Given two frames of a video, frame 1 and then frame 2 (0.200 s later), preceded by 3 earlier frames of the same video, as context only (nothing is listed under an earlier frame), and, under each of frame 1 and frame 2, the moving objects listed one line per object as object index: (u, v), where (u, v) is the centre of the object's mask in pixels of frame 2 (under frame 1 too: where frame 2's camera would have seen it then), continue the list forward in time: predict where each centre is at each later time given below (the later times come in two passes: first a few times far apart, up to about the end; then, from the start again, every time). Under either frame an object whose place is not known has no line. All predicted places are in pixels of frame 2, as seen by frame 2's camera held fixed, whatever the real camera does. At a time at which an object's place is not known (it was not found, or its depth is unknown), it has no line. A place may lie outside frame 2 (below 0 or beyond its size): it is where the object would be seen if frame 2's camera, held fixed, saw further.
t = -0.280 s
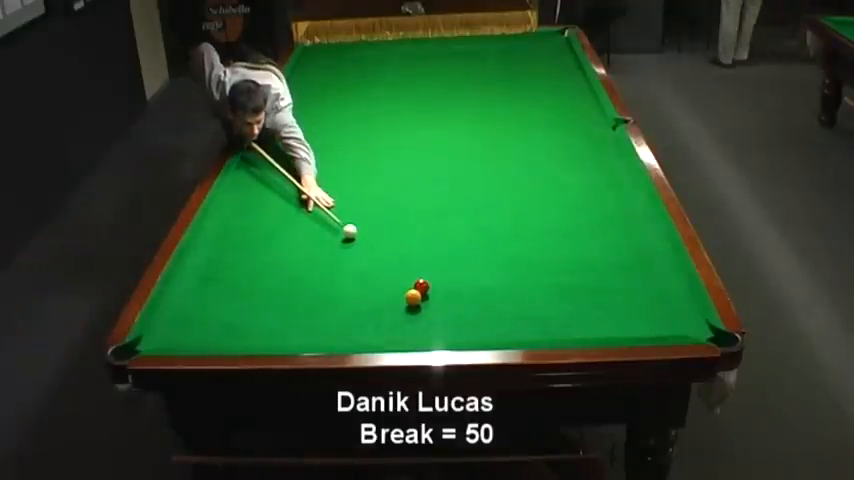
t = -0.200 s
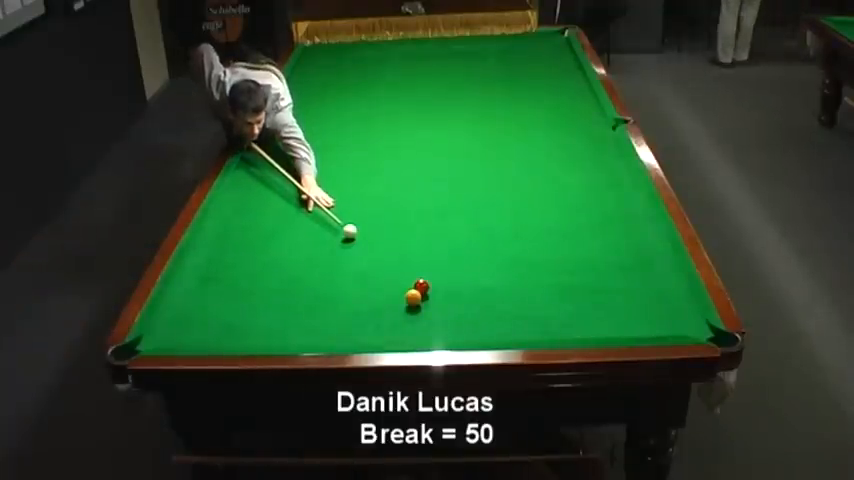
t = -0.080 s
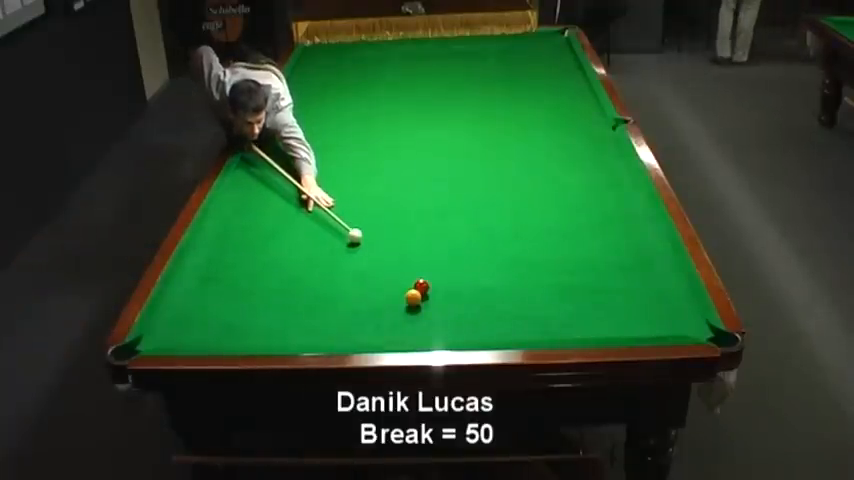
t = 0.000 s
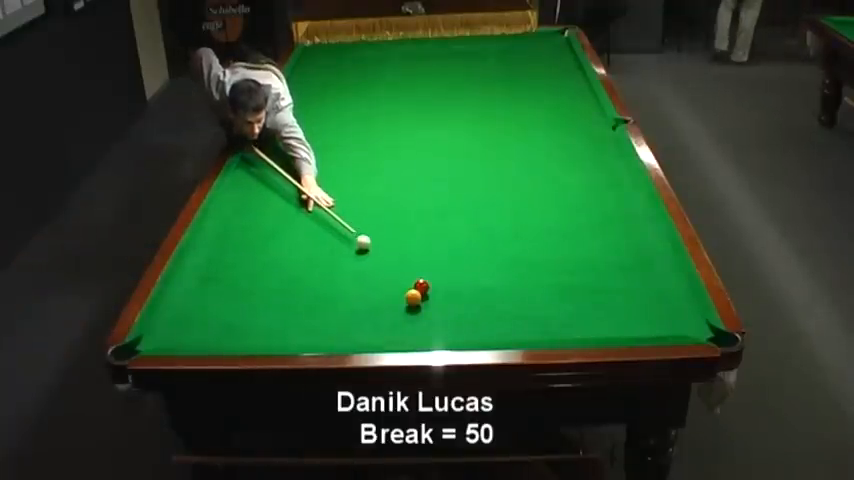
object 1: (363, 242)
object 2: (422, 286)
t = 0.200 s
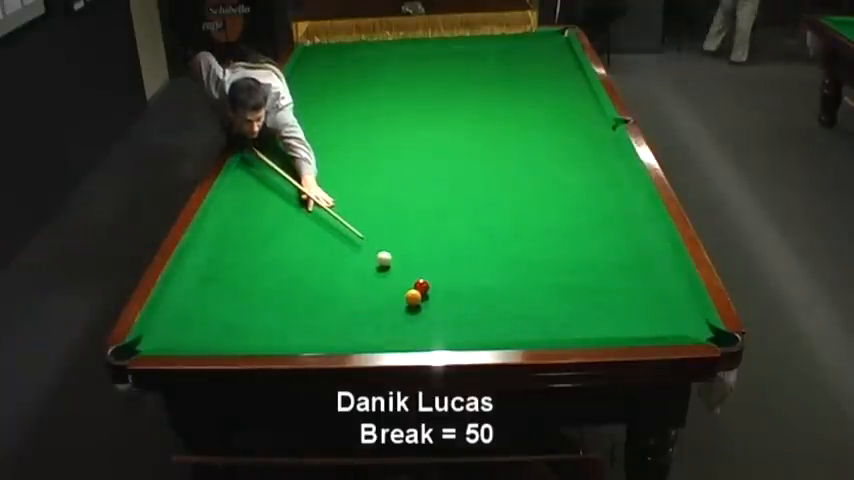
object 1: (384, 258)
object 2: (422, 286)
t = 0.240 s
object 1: (388, 262)
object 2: (421, 286)
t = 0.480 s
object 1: (411, 280)
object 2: (425, 289)
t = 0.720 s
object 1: (413, 283)
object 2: (444, 302)
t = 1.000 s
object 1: (417, 286)
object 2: (466, 316)
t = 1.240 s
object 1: (419, 288)
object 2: (484, 327)
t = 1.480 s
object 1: (420, 288)
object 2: (501, 335)
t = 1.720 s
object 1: (420, 288)
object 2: (512, 331)
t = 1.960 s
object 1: (420, 288)
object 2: (522, 326)
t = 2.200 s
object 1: (420, 288)
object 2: (530, 321)
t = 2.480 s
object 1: (420, 288)
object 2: (538, 316)
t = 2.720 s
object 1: (420, 288)
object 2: (542, 314)
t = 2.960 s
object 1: (420, 288)
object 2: (546, 312)
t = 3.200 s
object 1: (420, 288)
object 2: (549, 311)
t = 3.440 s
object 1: (420, 288)
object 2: (550, 310)
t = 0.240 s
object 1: (388, 262)
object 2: (421, 286)
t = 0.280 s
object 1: (392, 266)
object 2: (422, 286)
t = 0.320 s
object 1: (397, 269)
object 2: (422, 286)
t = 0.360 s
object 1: (401, 272)
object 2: (422, 286)
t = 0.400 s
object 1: (406, 276)
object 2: (422, 286)
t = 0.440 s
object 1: (410, 279)
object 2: (422, 286)
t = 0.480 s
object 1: (411, 280)
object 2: (425, 289)
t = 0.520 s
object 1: (411, 281)
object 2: (428, 291)
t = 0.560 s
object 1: (411, 281)
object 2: (431, 293)
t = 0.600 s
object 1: (412, 282)
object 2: (434, 296)
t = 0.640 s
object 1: (412, 283)
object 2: (438, 298)
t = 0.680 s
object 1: (412, 283)
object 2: (441, 300)
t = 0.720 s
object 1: (413, 283)
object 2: (444, 302)
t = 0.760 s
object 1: (414, 284)
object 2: (447, 304)
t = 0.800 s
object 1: (414, 284)
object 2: (450, 306)
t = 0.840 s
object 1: (414, 285)
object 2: (453, 309)
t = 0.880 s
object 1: (415, 285)
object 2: (457, 310)
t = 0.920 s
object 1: (415, 285)
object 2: (460, 313)
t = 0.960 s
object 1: (416, 286)
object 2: (463, 314)
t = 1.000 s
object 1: (417, 286)
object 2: (466, 316)
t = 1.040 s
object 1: (417, 286)
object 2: (469, 319)
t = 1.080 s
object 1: (418, 286)
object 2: (472, 320)
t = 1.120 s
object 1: (418, 286)
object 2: (475, 322)
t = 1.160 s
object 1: (418, 287)
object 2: (478, 324)
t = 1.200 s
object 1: (419, 287)
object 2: (481, 326)
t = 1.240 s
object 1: (419, 288)
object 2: (484, 327)
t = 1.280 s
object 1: (419, 288)
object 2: (487, 329)
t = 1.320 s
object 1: (420, 288)
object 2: (490, 331)
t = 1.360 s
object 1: (420, 288)
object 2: (493, 332)
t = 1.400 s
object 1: (420, 288)
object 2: (496, 333)
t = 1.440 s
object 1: (420, 288)
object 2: (499, 335)
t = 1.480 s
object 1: (420, 288)
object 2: (501, 335)
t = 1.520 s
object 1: (420, 288)
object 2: (503, 334)
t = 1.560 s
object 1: (420, 288)
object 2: (505, 334)
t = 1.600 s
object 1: (420, 288)
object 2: (507, 333)
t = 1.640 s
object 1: (420, 288)
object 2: (508, 332)
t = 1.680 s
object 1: (420, 288)
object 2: (510, 332)
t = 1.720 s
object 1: (420, 288)
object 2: (512, 331)
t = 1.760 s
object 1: (420, 288)
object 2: (513, 330)
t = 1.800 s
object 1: (420, 288)
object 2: (515, 329)
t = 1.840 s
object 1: (420, 288)
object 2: (517, 328)
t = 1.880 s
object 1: (420, 288)
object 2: (519, 327)
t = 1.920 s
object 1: (420, 288)
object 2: (520, 326)
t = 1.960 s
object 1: (420, 288)
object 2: (522, 326)
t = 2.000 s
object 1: (420, 288)
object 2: (523, 324)
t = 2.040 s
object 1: (420, 288)
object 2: (524, 324)
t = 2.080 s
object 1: (420, 288)
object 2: (526, 323)
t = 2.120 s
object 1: (420, 288)
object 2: (527, 322)
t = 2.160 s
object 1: (420, 288)
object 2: (529, 321)
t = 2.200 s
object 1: (420, 288)
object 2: (530, 321)
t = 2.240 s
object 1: (420, 288)
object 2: (531, 320)
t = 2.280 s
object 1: (420, 288)
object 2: (532, 319)
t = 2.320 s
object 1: (420, 288)
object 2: (533, 319)
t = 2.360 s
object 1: (420, 288)
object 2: (535, 318)
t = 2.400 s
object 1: (420, 288)
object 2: (536, 318)
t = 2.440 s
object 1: (420, 288)
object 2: (537, 317)
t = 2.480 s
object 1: (420, 288)
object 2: (538, 316)
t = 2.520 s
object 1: (420, 288)
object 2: (538, 316)
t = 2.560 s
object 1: (420, 288)
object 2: (539, 315)
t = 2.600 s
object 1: (420, 288)
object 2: (540, 315)
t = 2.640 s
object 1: (420, 288)
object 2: (541, 314)
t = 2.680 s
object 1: (420, 288)
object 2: (541, 314)
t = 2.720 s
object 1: (420, 288)
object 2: (542, 314)
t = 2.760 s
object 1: (420, 288)
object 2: (543, 313)
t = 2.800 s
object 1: (420, 288)
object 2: (544, 313)
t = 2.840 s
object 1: (420, 288)
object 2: (545, 313)
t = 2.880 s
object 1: (420, 288)
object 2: (545, 312)
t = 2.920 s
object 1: (420, 288)
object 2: (546, 312)
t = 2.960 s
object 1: (420, 288)
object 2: (546, 312)
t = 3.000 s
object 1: (420, 288)
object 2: (547, 312)
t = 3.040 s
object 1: (420, 288)
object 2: (547, 311)
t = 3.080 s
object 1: (420, 288)
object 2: (547, 311)
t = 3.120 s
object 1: (420, 288)
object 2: (548, 311)
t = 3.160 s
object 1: (420, 288)
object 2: (548, 311)
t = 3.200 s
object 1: (420, 288)
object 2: (549, 311)
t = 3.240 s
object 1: (420, 288)
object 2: (549, 310)
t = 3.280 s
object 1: (420, 288)
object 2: (549, 310)
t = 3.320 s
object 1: (420, 288)
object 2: (549, 310)
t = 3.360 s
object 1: (420, 288)
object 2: (550, 310)
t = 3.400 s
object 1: (420, 288)
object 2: (550, 310)
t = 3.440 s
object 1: (420, 288)
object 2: (550, 310)
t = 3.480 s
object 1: (420, 288)
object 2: (550, 310)
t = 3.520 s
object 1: (420, 288)
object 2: (550, 310)
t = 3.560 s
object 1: (420, 288)
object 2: (550, 310)
